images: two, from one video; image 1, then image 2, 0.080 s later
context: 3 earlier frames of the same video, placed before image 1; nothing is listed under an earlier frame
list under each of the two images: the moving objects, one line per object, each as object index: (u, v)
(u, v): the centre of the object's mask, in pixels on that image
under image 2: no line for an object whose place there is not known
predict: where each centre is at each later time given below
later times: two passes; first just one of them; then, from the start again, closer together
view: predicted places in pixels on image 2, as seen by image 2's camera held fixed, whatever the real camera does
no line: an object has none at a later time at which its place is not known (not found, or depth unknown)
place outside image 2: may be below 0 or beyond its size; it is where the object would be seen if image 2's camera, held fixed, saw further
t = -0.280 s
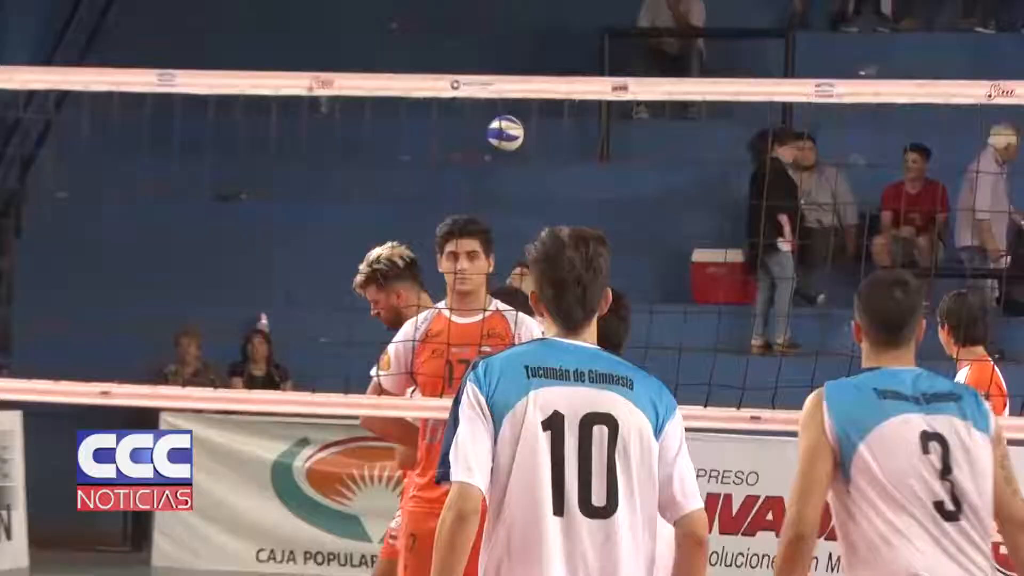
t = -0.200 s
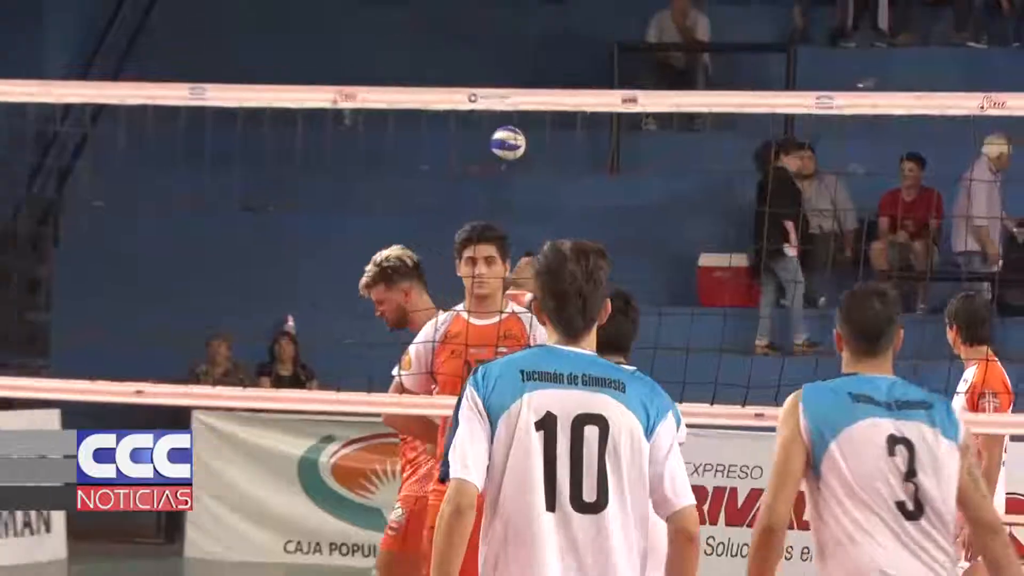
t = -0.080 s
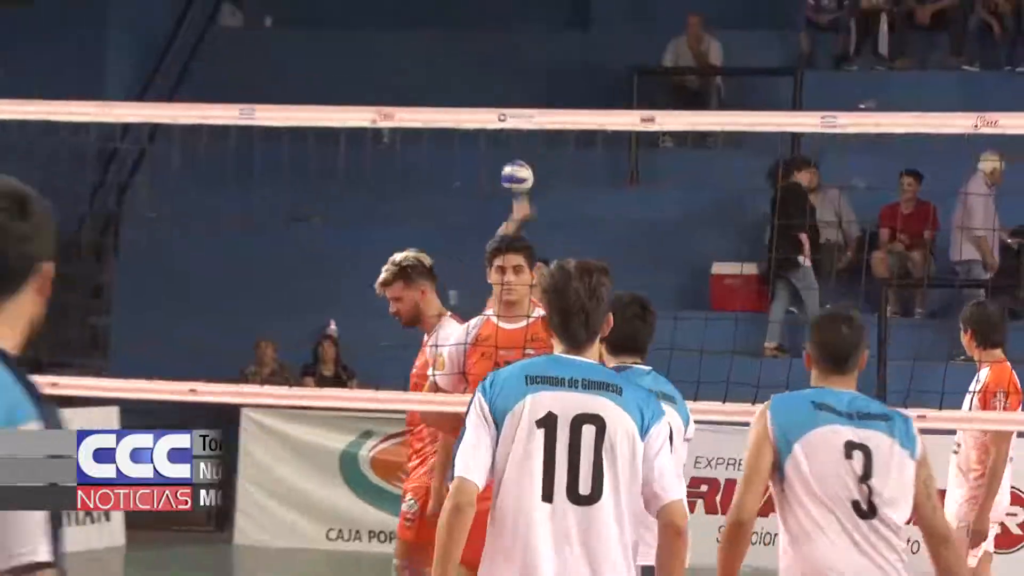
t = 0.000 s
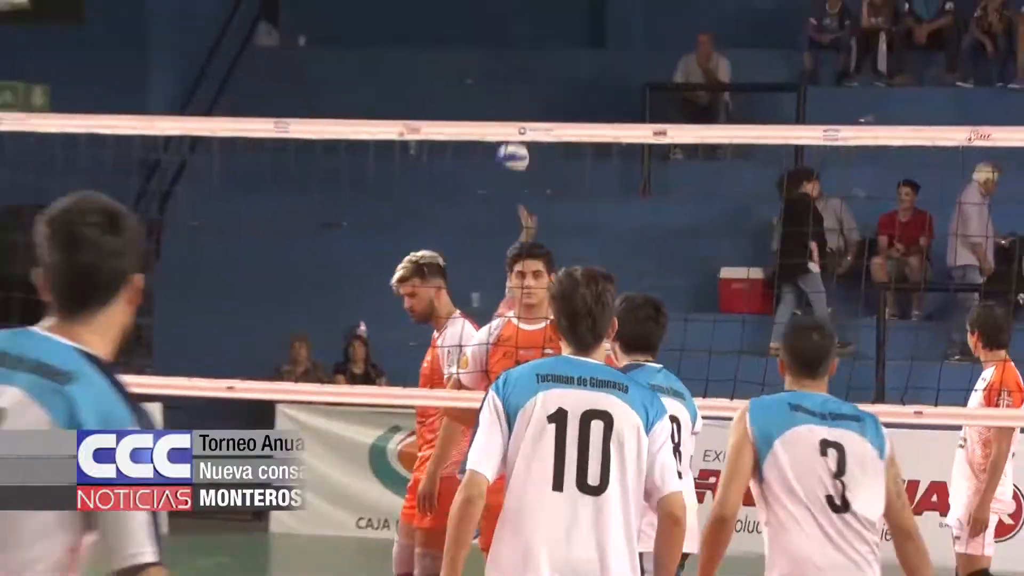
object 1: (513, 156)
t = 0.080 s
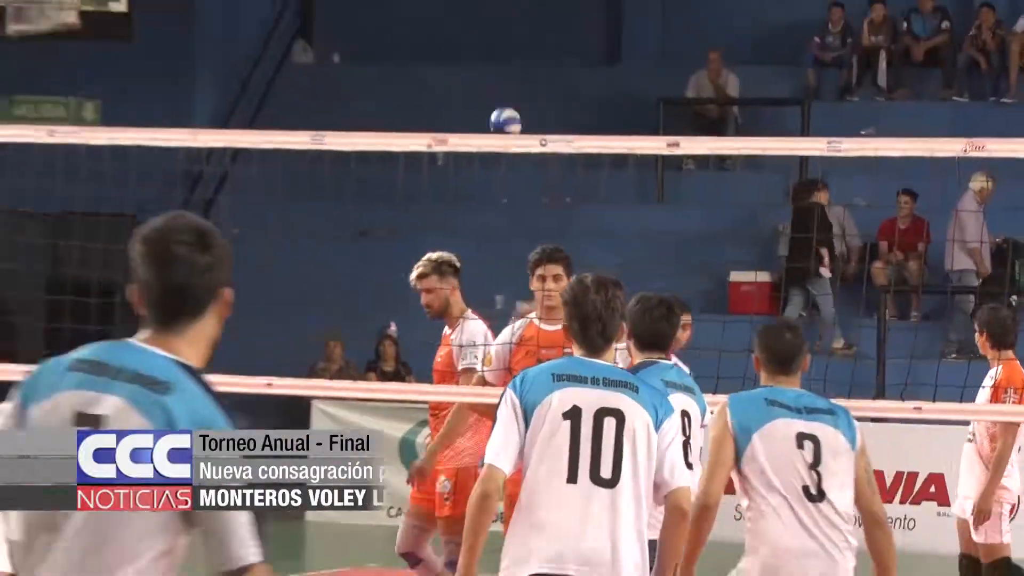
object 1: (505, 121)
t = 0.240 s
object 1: (431, 49)
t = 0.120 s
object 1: (488, 102)
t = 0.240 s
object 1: (431, 49)
